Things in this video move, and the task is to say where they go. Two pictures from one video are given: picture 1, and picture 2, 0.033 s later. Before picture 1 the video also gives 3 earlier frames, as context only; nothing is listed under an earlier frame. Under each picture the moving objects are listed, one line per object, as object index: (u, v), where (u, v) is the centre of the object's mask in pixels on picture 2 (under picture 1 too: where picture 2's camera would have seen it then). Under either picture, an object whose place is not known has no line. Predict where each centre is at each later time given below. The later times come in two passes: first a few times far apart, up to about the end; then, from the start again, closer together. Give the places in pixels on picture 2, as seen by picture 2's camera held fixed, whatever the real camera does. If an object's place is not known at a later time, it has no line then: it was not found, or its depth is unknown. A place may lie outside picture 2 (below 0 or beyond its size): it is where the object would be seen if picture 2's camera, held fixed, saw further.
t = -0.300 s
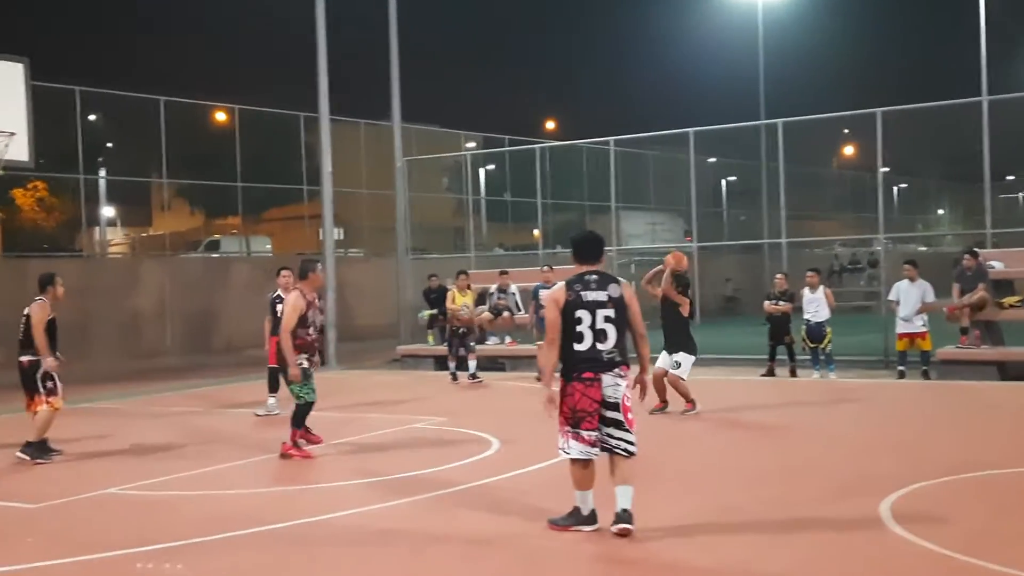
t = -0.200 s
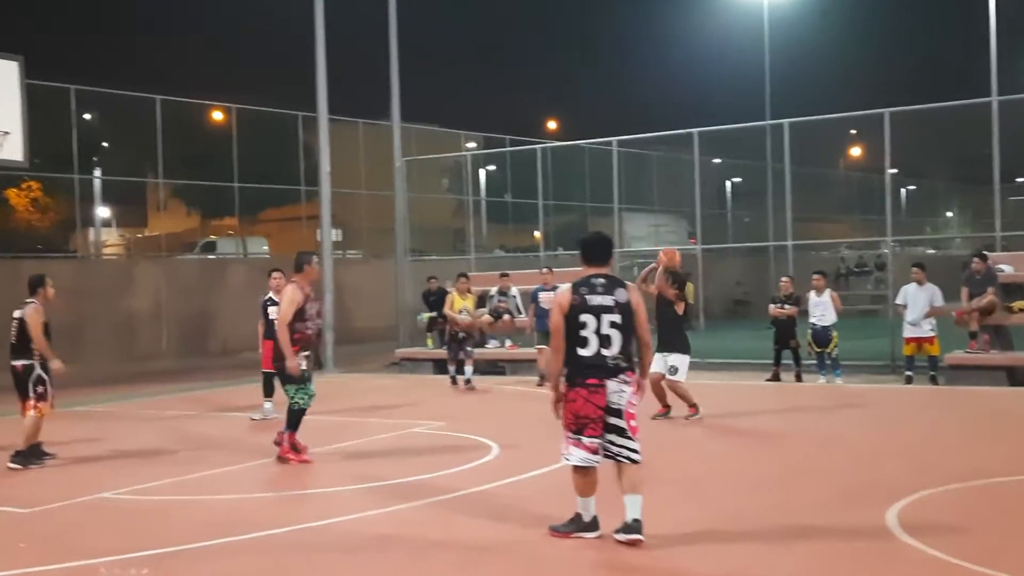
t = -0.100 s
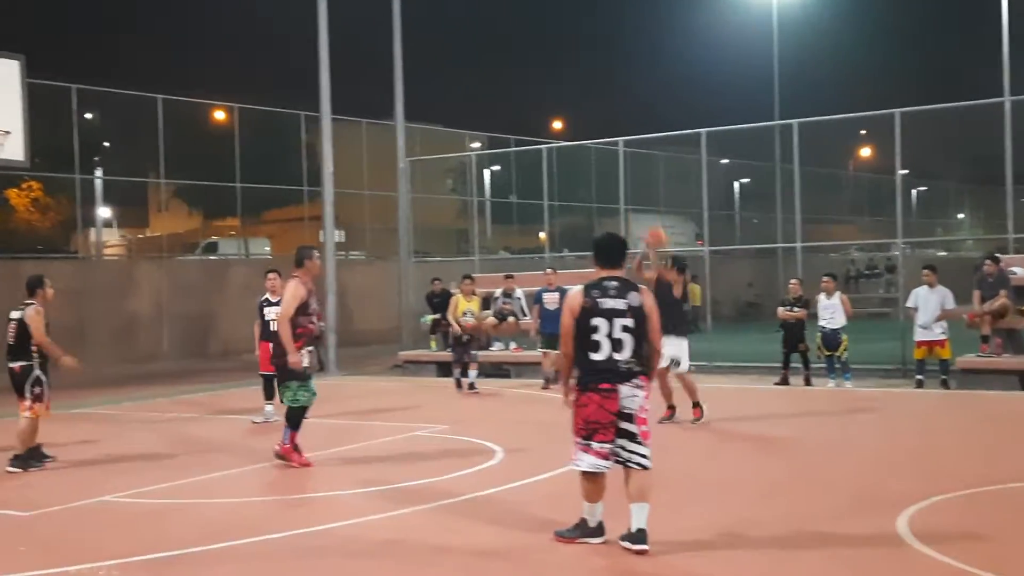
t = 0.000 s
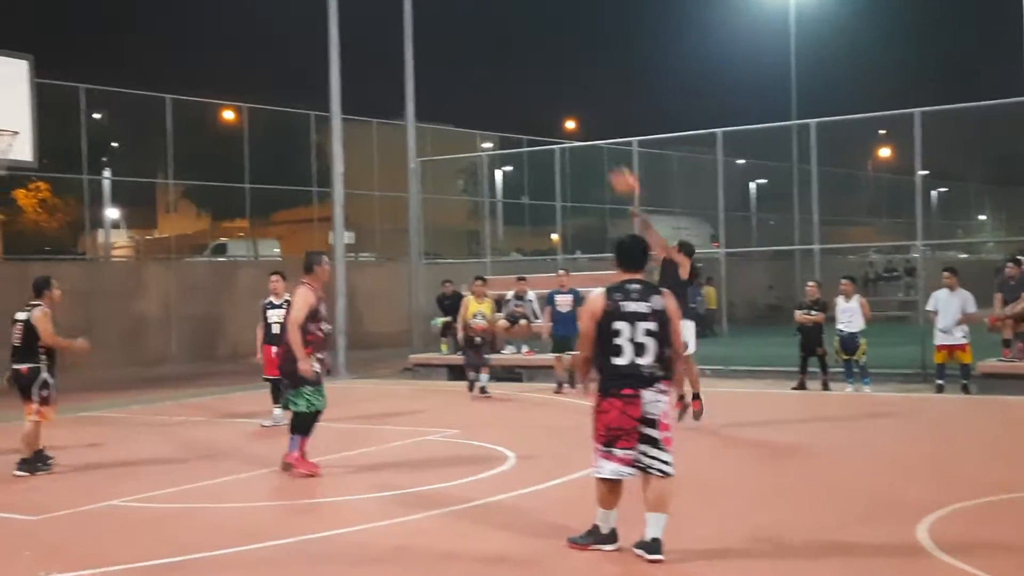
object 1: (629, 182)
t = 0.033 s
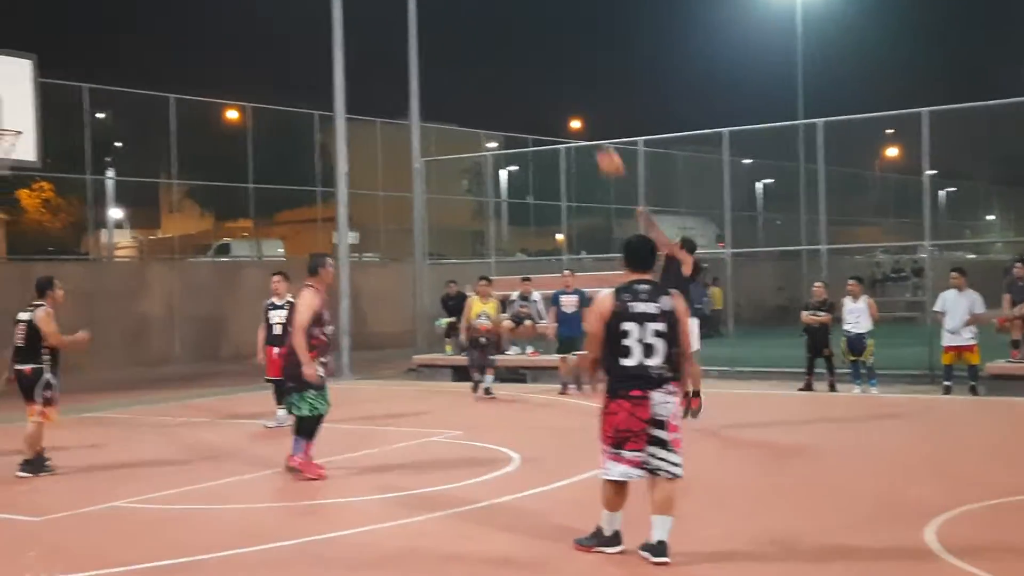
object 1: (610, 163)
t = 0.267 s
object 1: (475, 55)
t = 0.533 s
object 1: (326, -2)
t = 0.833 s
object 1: (162, 19)
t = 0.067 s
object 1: (590, 143)
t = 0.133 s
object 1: (551, 110)
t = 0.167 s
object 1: (532, 96)
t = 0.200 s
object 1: (513, 80)
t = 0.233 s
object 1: (494, 68)
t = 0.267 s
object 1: (475, 55)
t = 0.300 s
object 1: (459, 41)
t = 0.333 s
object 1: (440, 31)
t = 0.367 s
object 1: (421, 23)
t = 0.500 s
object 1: (346, 1)
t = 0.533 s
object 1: (326, -2)
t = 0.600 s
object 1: (290, -5)
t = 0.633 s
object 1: (271, -5)
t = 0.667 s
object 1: (253, -3)
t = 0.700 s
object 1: (234, -1)
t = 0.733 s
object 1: (216, 3)
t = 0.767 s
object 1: (197, 7)
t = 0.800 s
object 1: (179, 13)
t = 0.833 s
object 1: (162, 19)
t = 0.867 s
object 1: (144, 27)
